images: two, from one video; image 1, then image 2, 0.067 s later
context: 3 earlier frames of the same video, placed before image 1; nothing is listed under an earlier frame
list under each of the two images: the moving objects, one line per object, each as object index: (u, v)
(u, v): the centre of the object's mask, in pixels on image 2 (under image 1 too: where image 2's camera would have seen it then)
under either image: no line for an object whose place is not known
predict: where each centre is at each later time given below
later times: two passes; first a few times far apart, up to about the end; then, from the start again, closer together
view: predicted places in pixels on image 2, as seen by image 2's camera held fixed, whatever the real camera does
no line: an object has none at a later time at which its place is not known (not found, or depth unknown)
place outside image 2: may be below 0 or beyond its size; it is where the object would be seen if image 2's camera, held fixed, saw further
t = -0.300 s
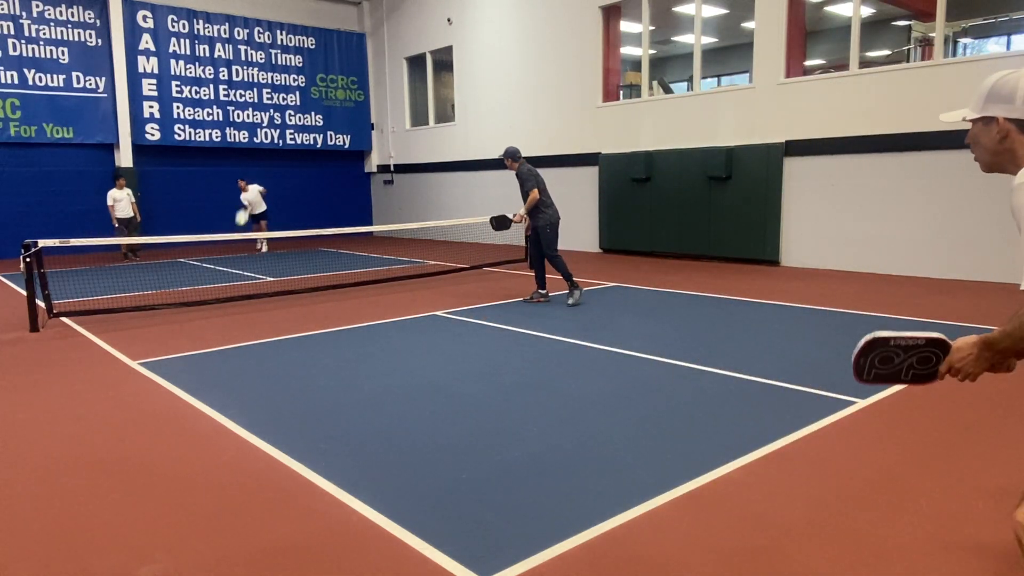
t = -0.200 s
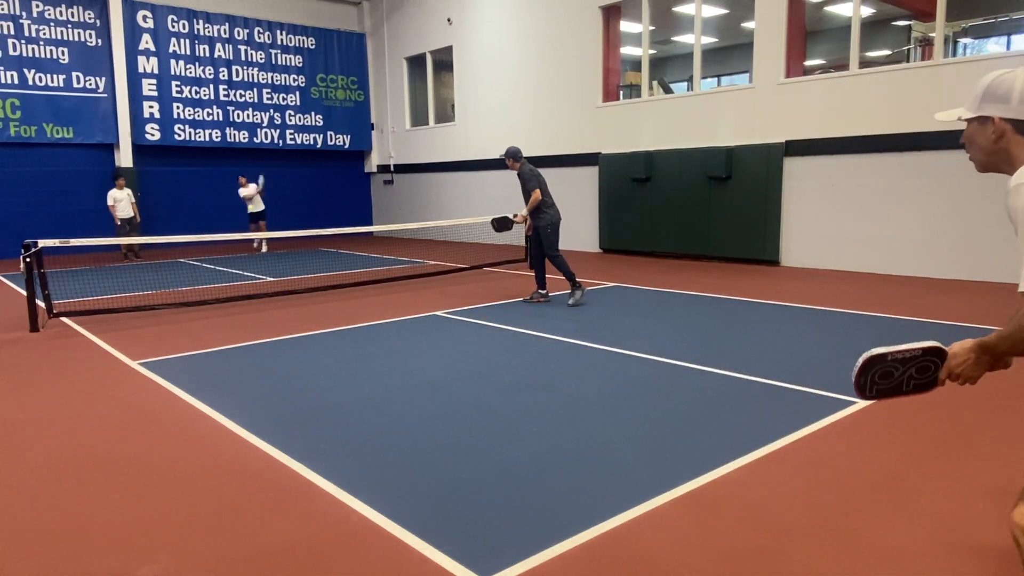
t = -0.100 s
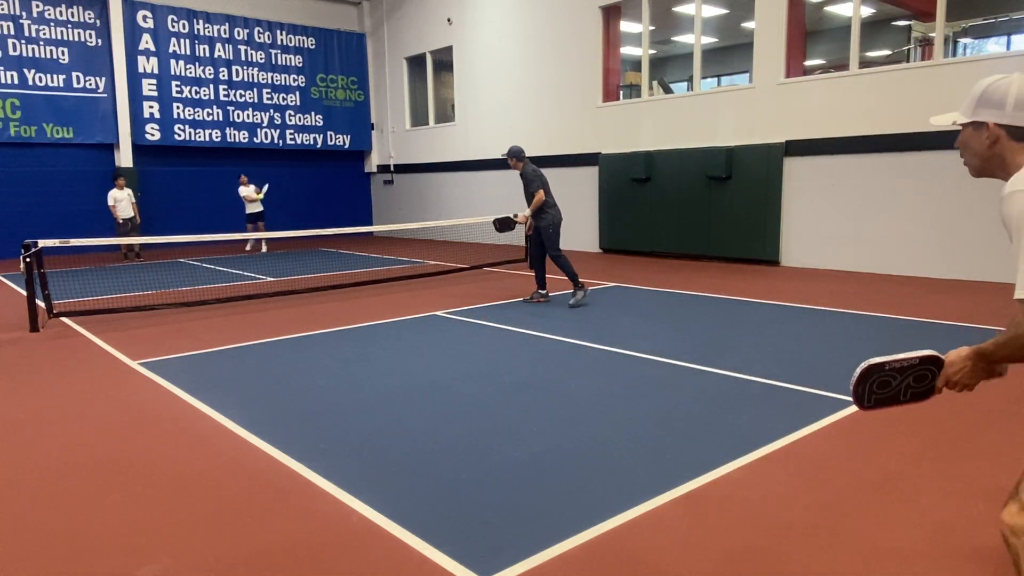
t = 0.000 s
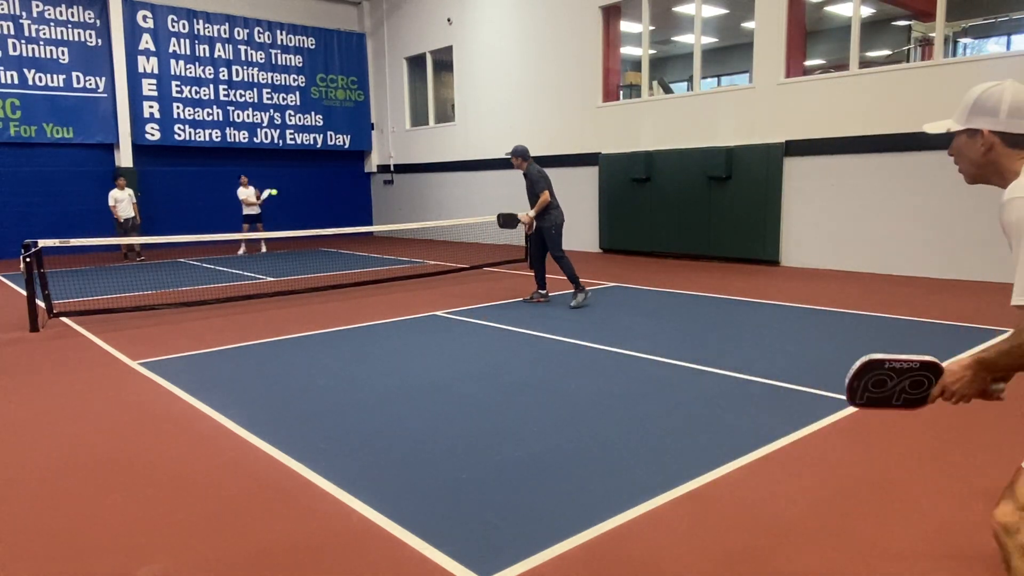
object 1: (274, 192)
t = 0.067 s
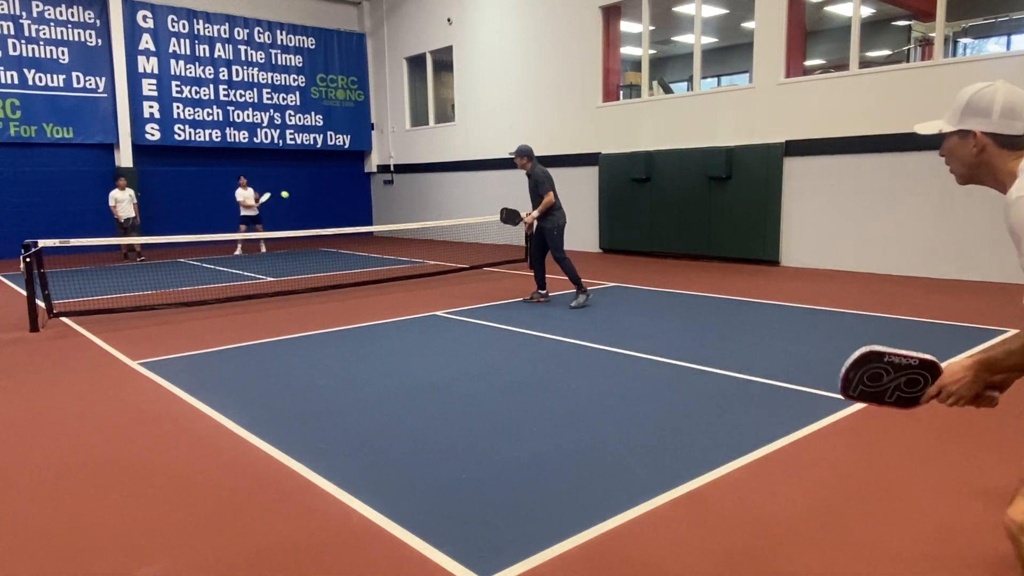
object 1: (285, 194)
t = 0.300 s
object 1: (342, 254)
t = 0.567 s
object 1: (464, 409)
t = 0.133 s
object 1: (298, 202)
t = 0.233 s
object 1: (321, 225)
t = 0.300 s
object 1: (342, 254)
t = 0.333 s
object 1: (354, 273)
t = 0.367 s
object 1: (366, 295)
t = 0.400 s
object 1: (381, 322)
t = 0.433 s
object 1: (397, 355)
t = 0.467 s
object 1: (415, 394)
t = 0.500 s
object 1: (432, 415)
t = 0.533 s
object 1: (447, 411)
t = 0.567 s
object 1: (464, 409)
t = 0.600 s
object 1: (484, 409)
